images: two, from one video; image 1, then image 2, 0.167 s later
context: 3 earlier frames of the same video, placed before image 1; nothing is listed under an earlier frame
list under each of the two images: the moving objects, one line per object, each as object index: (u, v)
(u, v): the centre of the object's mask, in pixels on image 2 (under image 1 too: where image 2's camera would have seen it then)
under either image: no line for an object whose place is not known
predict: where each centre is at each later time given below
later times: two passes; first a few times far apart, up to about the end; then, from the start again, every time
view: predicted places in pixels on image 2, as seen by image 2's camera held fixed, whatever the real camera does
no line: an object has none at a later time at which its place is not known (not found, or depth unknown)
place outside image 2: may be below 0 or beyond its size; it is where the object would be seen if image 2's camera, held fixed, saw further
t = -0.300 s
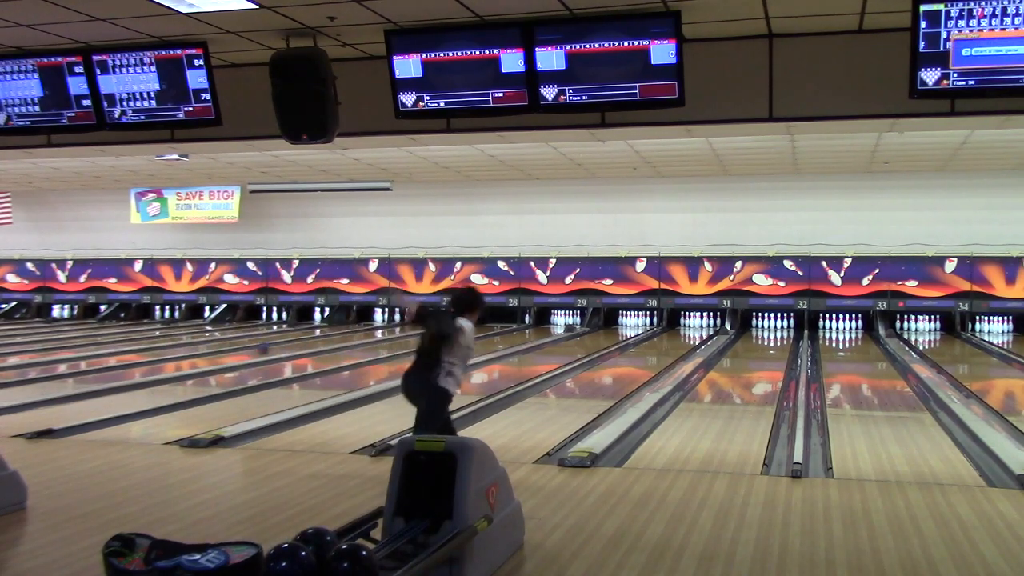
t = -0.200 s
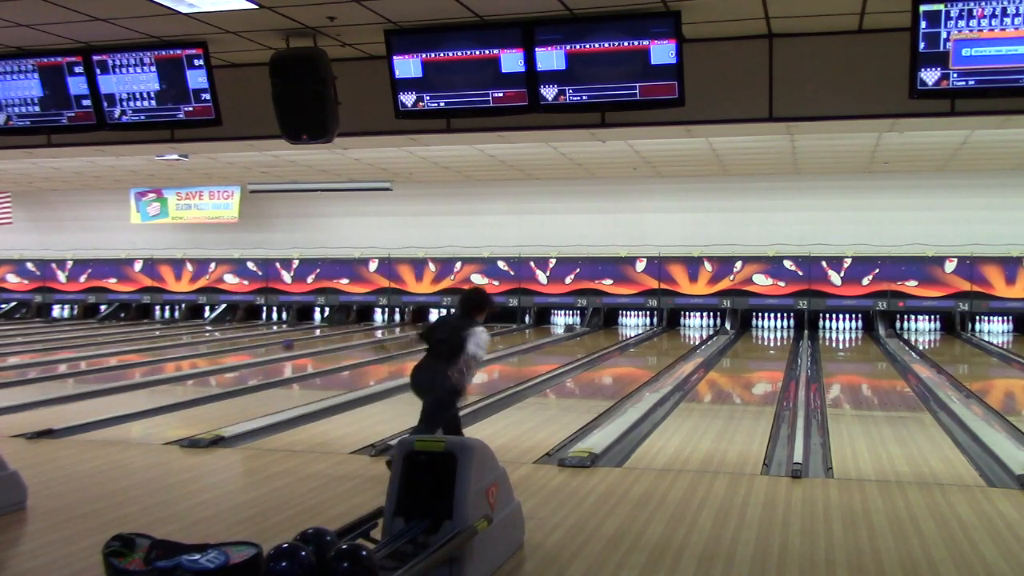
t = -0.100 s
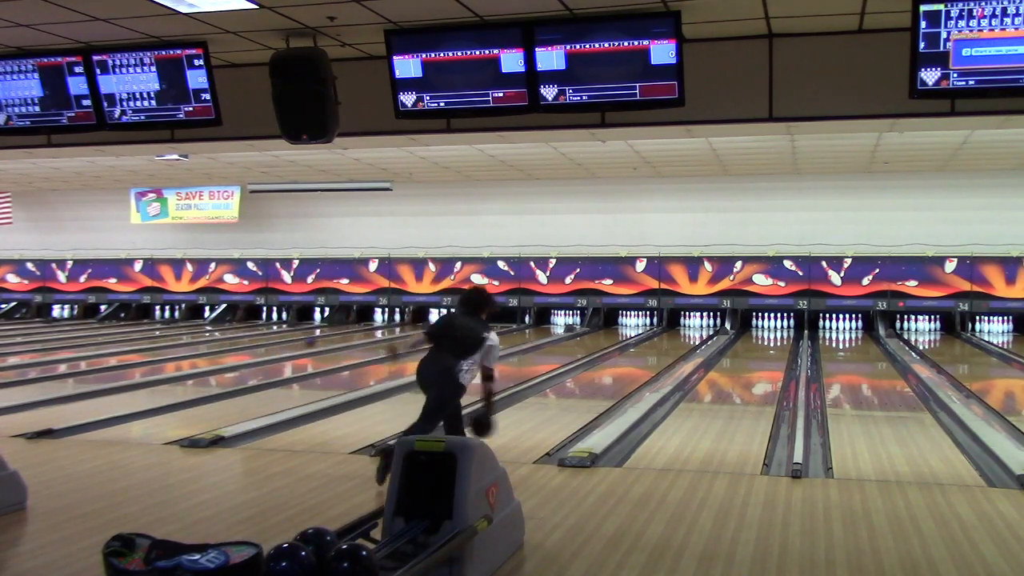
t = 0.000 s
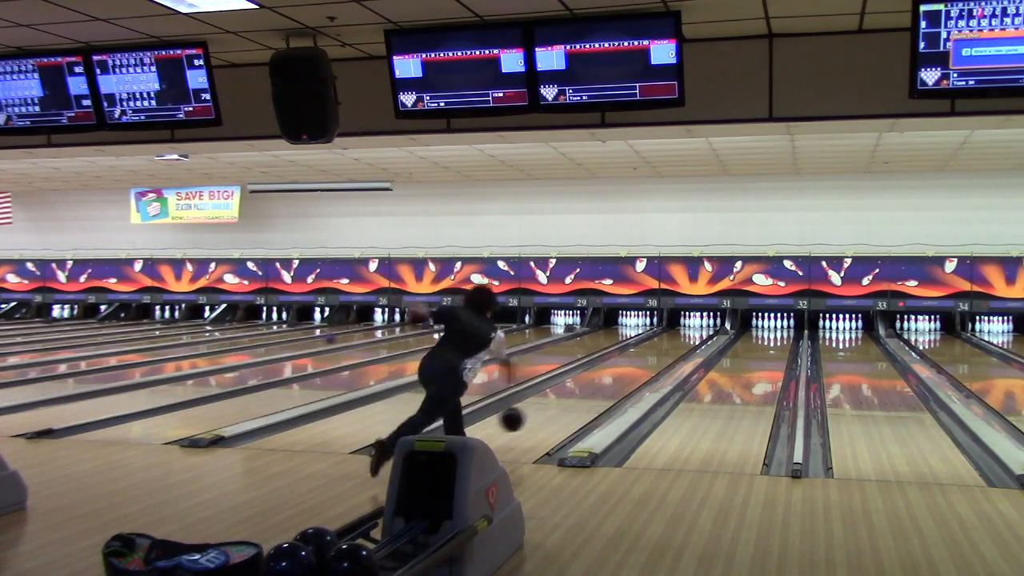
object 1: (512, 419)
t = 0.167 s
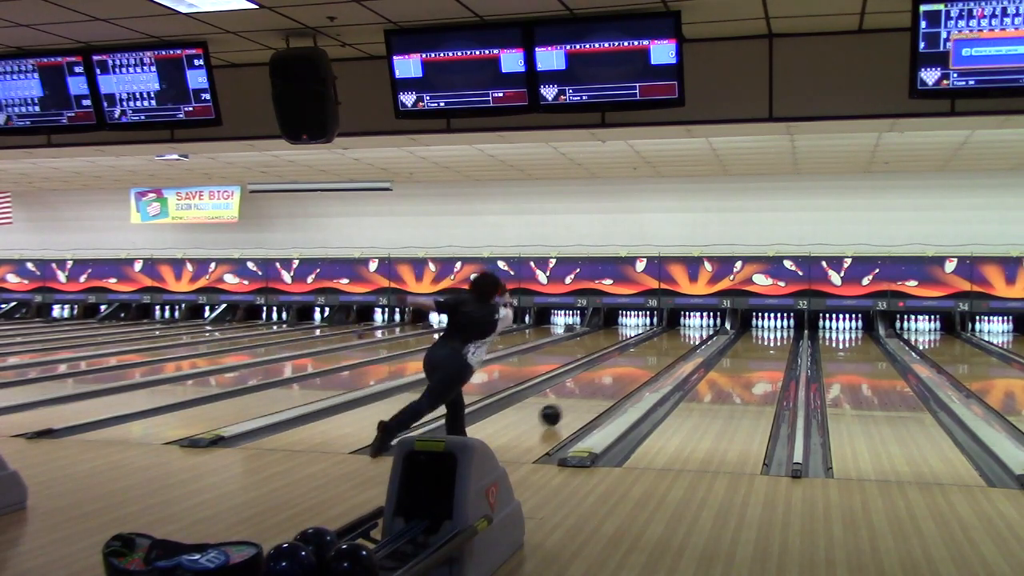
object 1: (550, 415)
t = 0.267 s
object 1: (569, 405)
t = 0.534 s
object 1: (607, 383)
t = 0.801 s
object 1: (634, 367)
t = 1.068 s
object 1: (655, 354)
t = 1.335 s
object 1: (670, 345)
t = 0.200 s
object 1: (557, 412)
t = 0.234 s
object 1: (563, 409)
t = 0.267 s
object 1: (569, 405)
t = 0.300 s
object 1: (574, 402)
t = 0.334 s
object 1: (580, 399)
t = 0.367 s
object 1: (585, 396)
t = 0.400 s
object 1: (590, 393)
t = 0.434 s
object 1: (594, 390)
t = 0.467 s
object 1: (599, 388)
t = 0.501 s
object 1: (603, 385)
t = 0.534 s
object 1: (607, 383)
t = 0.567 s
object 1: (611, 380)
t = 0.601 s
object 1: (615, 378)
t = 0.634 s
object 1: (618, 376)
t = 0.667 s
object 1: (622, 374)
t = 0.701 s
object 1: (625, 372)
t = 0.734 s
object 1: (628, 370)
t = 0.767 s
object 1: (632, 368)
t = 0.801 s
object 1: (634, 367)
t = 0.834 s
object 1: (637, 365)
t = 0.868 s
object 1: (640, 363)
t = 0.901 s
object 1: (643, 361)
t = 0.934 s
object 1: (645, 360)
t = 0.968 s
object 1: (648, 359)
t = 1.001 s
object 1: (650, 357)
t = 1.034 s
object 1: (652, 356)
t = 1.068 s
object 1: (655, 354)
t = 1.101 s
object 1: (657, 353)
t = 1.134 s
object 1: (659, 352)
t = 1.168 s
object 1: (661, 350)
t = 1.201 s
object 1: (663, 349)
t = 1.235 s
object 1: (665, 348)
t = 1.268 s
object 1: (666, 347)
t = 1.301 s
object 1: (668, 346)
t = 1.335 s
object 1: (670, 345)
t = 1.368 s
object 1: (671, 344)
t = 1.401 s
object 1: (673, 343)
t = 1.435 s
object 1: (674, 342)
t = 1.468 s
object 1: (676, 342)
